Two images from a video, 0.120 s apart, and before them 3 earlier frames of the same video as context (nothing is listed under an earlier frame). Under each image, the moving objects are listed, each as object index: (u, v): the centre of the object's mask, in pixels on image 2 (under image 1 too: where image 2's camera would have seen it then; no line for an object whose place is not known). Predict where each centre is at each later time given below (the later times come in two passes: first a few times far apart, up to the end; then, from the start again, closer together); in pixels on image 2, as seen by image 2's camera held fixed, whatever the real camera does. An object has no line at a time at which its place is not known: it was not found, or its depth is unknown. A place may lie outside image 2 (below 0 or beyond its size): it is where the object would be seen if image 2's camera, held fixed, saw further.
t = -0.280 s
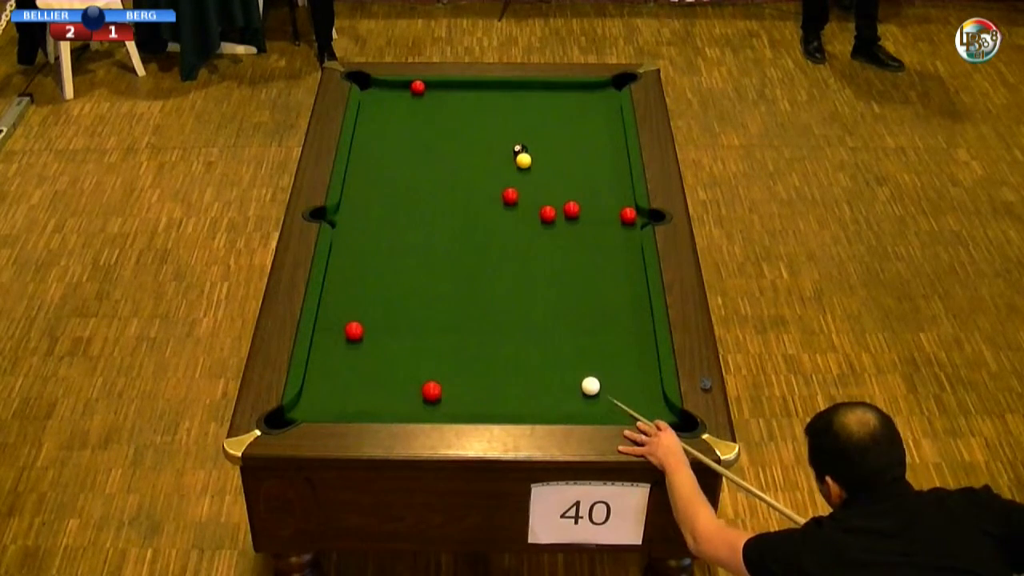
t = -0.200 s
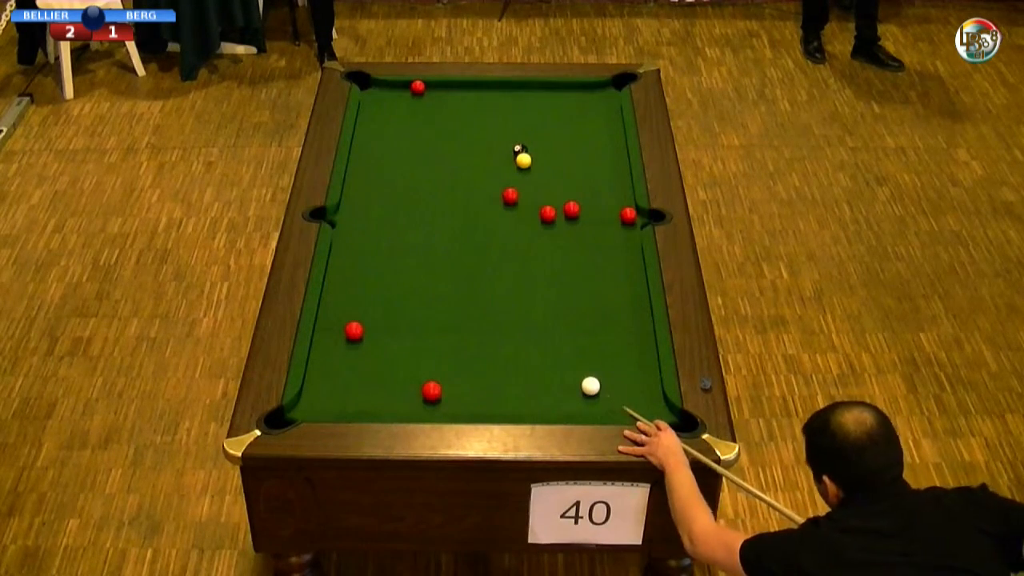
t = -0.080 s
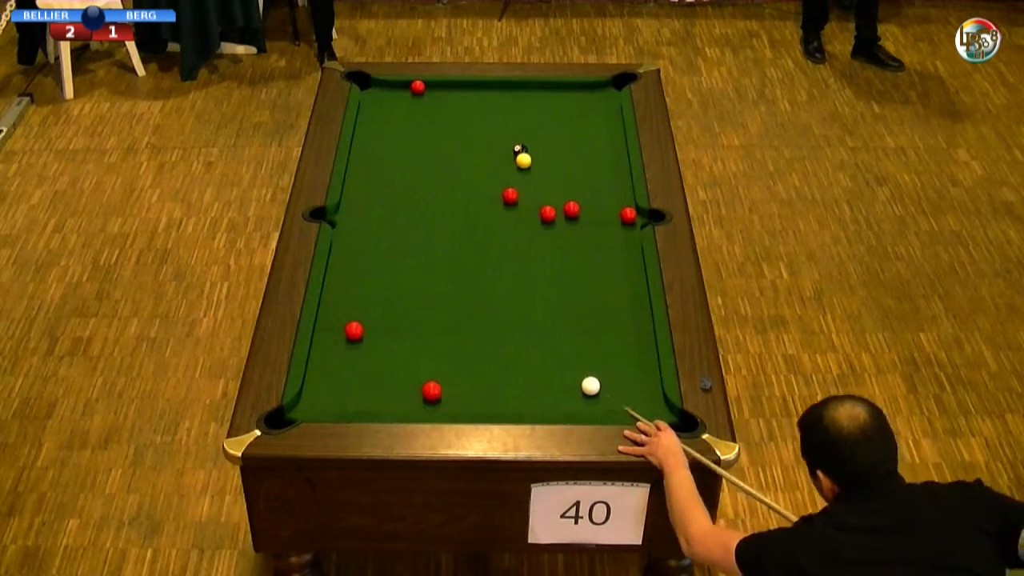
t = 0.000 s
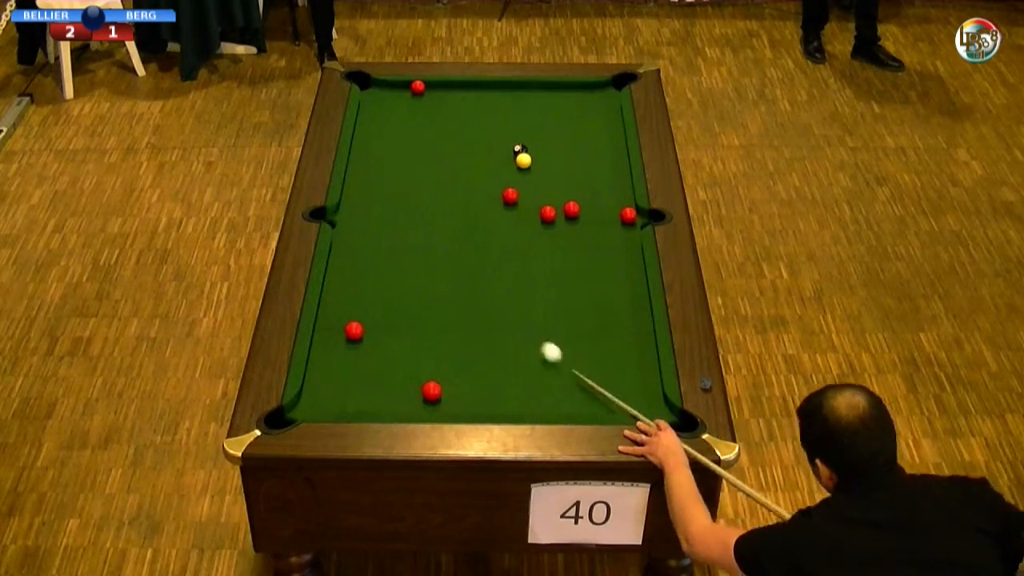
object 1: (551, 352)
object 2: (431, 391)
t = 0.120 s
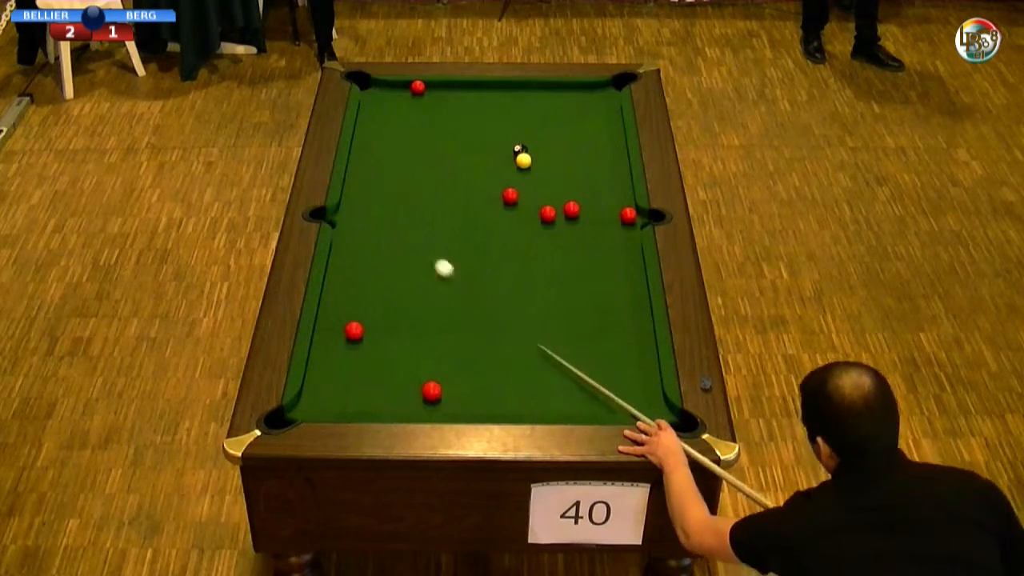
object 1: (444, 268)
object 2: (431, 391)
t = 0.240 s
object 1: (358, 201)
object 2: (431, 391)
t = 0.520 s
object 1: (458, 106)
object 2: (431, 391)
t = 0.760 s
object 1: (523, 121)
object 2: (431, 391)
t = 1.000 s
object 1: (591, 168)
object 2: (431, 391)
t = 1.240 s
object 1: (605, 215)
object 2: (431, 391)
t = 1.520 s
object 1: (559, 272)
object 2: (431, 391)
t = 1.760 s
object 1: (515, 325)
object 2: (431, 391)
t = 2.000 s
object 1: (468, 382)
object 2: (431, 391)
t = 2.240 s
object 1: (423, 405)
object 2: (426, 378)
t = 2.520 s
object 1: (382, 407)
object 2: (413, 345)
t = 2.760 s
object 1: (350, 406)
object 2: (402, 319)
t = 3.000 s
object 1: (321, 404)
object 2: (393, 295)
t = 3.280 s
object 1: (306, 405)
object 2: (383, 270)
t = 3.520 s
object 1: (313, 407)
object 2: (376, 251)
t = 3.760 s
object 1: (318, 408)
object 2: (369, 234)
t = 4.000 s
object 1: (321, 408)
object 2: (363, 218)
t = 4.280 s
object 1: (323, 408)
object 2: (356, 202)
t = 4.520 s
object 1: (323, 408)
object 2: (351, 189)
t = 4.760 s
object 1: (323, 408)
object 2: (353, 178)
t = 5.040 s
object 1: (323, 408)
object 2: (359, 169)
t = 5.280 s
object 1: (323, 408)
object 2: (365, 161)
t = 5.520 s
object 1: (321, 407)
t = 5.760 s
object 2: (373, 148)
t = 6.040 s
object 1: (323, 407)
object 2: (376, 142)
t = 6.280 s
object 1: (323, 408)
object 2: (379, 138)
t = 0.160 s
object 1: (413, 245)
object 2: (431, 391)
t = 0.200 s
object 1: (384, 222)
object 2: (431, 391)
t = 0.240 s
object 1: (358, 201)
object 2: (431, 391)
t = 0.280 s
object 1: (357, 183)
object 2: (431, 391)
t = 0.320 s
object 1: (377, 168)
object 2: (431, 391)
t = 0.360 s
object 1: (396, 155)
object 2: (431, 391)
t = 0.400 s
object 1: (413, 142)
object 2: (431, 391)
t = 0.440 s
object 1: (429, 130)
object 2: (431, 391)
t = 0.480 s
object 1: (444, 117)
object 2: (431, 391)
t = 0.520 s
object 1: (458, 106)
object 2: (431, 391)
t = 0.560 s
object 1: (470, 95)
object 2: (431, 391)
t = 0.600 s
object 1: (481, 85)
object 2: (431, 391)
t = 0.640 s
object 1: (491, 94)
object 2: (431, 391)
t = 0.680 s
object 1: (502, 104)
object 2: (431, 391)
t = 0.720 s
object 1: (512, 112)
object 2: (431, 391)
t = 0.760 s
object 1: (523, 121)
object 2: (431, 391)
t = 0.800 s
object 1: (534, 129)
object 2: (431, 391)
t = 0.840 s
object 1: (545, 138)
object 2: (431, 391)
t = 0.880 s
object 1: (557, 145)
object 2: (431, 391)
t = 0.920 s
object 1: (568, 152)
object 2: (431, 391)
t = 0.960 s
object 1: (580, 161)
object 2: (431, 391)
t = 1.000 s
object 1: (591, 168)
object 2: (431, 391)
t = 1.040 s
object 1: (603, 177)
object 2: (431, 391)
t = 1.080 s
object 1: (615, 185)
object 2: (431, 391)
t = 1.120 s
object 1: (627, 193)
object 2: (431, 391)
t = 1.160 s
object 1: (619, 200)
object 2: (431, 391)
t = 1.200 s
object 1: (612, 208)
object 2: (431, 391)
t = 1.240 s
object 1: (605, 215)
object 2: (431, 391)
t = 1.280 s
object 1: (599, 223)
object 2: (431, 391)
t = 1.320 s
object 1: (592, 231)
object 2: (431, 391)
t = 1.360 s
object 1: (586, 239)
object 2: (431, 391)
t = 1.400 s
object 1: (579, 247)
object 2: (431, 391)
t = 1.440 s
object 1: (573, 255)
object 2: (431, 391)
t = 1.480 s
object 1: (566, 263)
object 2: (431, 391)
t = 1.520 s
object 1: (559, 272)
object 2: (431, 391)
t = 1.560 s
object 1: (552, 280)
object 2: (431, 391)
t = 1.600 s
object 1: (545, 289)
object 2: (431, 391)
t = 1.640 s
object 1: (538, 298)
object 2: (431, 391)
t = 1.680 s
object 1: (530, 306)
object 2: (431, 391)
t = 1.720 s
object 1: (523, 315)
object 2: (431, 391)
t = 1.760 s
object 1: (515, 325)
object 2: (431, 391)
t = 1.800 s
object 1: (508, 334)
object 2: (431, 391)
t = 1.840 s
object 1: (500, 343)
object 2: (431, 391)
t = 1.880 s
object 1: (492, 353)
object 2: (431, 391)
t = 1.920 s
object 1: (484, 362)
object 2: (431, 391)
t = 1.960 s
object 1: (476, 372)
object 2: (431, 391)
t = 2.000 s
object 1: (468, 382)
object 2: (431, 391)
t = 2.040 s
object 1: (460, 392)
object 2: (431, 391)
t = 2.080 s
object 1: (452, 402)
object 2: (431, 392)
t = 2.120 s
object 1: (443, 408)
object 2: (431, 391)
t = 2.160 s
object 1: (434, 403)
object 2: (430, 389)
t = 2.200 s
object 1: (429, 404)
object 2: (428, 384)
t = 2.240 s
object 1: (423, 405)
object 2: (426, 378)
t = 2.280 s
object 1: (417, 405)
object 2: (424, 373)
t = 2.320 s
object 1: (411, 406)
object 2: (422, 368)
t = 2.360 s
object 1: (405, 406)
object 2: (420, 363)
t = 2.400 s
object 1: (399, 406)
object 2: (418, 359)
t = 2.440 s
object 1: (393, 407)
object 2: (416, 354)
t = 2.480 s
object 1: (387, 407)
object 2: (415, 349)
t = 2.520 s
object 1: (382, 407)
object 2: (413, 345)
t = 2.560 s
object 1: (376, 407)
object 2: (411, 340)
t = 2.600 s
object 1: (371, 407)
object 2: (409, 335)
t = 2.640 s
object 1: (365, 407)
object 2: (407, 331)
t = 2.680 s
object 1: (360, 407)
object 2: (406, 327)
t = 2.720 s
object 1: (355, 407)
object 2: (404, 323)
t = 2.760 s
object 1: (350, 406)
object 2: (402, 319)
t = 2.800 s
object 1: (345, 406)
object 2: (401, 315)
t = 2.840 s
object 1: (340, 405)
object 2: (399, 310)
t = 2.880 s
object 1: (335, 405)
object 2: (397, 307)
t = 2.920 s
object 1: (330, 405)
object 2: (396, 303)
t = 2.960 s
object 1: (325, 405)
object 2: (395, 299)
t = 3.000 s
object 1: (321, 404)
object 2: (393, 295)
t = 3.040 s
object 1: (316, 404)
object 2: (391, 291)
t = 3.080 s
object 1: (312, 404)
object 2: (390, 288)
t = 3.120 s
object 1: (307, 404)
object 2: (389, 284)
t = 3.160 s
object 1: (303, 403)
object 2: (387, 281)
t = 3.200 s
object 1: (303, 403)
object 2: (386, 277)
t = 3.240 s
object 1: (305, 404)
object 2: (384, 274)
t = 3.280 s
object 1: (306, 405)
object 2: (383, 270)
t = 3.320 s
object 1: (307, 405)
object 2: (382, 267)
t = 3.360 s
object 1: (308, 405)
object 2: (381, 264)
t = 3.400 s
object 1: (310, 406)
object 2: (380, 260)
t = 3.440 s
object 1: (310, 406)
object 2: (379, 258)
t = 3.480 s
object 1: (312, 406)
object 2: (377, 254)
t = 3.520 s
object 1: (313, 407)
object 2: (376, 251)
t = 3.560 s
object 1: (314, 407)
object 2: (375, 248)
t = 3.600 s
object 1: (314, 407)
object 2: (374, 246)
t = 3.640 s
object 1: (315, 407)
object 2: (373, 243)
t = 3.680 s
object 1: (316, 407)
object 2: (371, 240)
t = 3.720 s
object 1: (317, 408)
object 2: (370, 237)
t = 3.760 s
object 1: (318, 408)
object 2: (369, 234)
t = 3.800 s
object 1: (318, 408)
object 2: (368, 231)
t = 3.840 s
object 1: (319, 408)
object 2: (367, 228)
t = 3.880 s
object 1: (320, 408)
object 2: (366, 226)
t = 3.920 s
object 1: (320, 408)
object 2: (365, 223)
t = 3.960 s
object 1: (321, 408)
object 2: (364, 220)
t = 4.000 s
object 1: (321, 408)
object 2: (363, 218)
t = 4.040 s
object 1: (321, 408)
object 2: (362, 216)
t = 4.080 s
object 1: (322, 408)
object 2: (361, 213)
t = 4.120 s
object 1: (322, 408)
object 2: (360, 210)
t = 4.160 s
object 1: (322, 408)
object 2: (359, 209)
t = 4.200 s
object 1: (323, 408)
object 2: (358, 206)
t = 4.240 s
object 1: (323, 408)
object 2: (357, 204)
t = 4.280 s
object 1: (323, 408)
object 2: (356, 202)
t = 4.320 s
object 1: (323, 408)
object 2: (356, 199)
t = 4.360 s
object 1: (323, 408)
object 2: (355, 198)
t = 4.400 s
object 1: (323, 408)
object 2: (354, 195)
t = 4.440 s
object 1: (323, 408)
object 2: (353, 193)
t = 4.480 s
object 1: (323, 408)
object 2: (352, 191)
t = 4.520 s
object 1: (323, 408)
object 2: (351, 189)
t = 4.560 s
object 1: (323, 408)
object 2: (350, 187)
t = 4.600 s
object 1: (323, 408)
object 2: (350, 185)
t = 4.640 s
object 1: (323, 408)
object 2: (351, 183)
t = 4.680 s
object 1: (323, 408)
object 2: (351, 181)
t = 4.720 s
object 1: (323, 408)
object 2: (352, 180)
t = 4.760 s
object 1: (323, 408)
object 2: (353, 178)
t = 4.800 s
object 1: (323, 408)
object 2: (354, 177)
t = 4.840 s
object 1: (323, 408)
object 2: (355, 176)
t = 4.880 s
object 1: (323, 408)
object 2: (356, 174)
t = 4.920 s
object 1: (323, 408)
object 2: (356, 173)
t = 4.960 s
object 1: (323, 408)
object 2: (357, 171)
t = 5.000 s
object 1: (323, 408)
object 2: (358, 170)
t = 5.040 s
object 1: (323, 408)
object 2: (359, 169)
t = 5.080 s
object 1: (323, 408)
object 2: (360, 167)
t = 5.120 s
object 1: (323, 408)
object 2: (361, 166)
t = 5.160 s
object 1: (323, 408)
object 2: (362, 164)
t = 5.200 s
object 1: (323, 408)
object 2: (363, 163)
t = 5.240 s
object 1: (323, 408)
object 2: (364, 162)
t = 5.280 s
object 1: (323, 408)
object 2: (365, 161)
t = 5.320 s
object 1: (323, 408)
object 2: (365, 160)
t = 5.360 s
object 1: (323, 408)
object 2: (366, 158)
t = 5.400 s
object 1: (323, 408)
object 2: (366, 157)
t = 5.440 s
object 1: (323, 408)
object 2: (364, 151)
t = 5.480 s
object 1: (323, 407)
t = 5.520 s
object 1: (321, 407)
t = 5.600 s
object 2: (372, 148)
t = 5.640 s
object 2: (372, 150)
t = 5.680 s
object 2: (372, 150)
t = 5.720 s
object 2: (372, 149)
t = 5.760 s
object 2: (373, 148)
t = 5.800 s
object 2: (373, 147)
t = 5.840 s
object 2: (374, 146)
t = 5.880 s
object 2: (375, 145)
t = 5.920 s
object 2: (375, 145)
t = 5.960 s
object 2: (375, 144)
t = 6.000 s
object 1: (323, 407)
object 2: (376, 143)
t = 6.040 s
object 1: (323, 407)
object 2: (376, 142)
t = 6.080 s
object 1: (323, 407)
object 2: (377, 142)
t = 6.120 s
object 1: (323, 408)
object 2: (377, 141)
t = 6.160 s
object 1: (323, 407)
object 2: (378, 140)
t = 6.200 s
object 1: (323, 408)
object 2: (378, 139)
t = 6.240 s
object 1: (323, 408)
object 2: (379, 139)
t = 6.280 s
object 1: (323, 408)
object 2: (379, 138)
